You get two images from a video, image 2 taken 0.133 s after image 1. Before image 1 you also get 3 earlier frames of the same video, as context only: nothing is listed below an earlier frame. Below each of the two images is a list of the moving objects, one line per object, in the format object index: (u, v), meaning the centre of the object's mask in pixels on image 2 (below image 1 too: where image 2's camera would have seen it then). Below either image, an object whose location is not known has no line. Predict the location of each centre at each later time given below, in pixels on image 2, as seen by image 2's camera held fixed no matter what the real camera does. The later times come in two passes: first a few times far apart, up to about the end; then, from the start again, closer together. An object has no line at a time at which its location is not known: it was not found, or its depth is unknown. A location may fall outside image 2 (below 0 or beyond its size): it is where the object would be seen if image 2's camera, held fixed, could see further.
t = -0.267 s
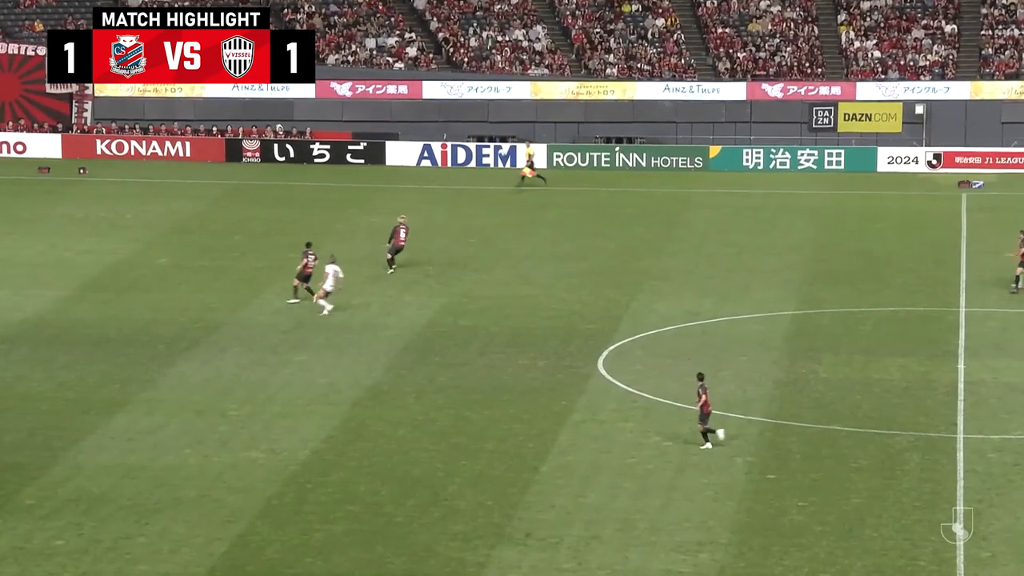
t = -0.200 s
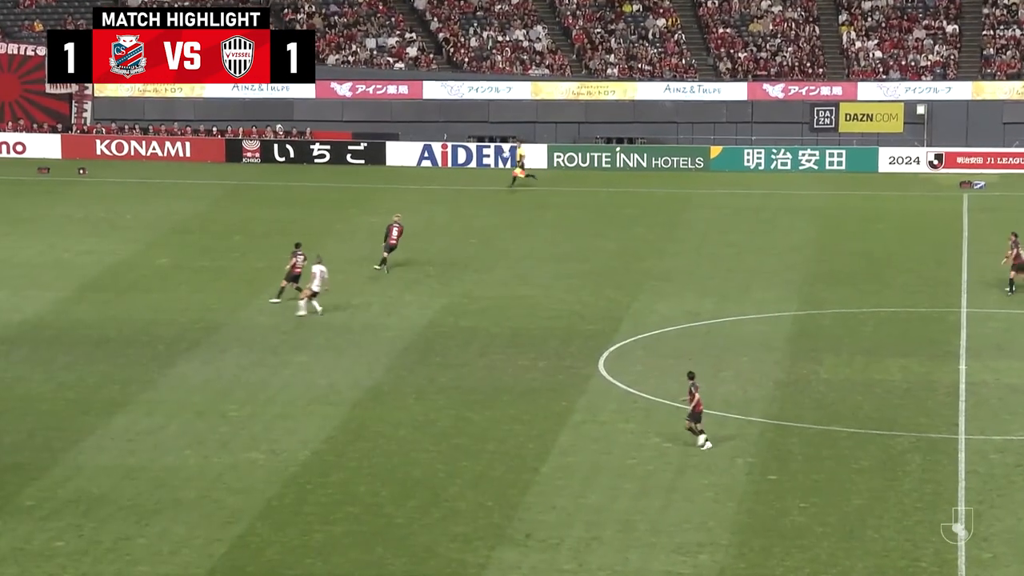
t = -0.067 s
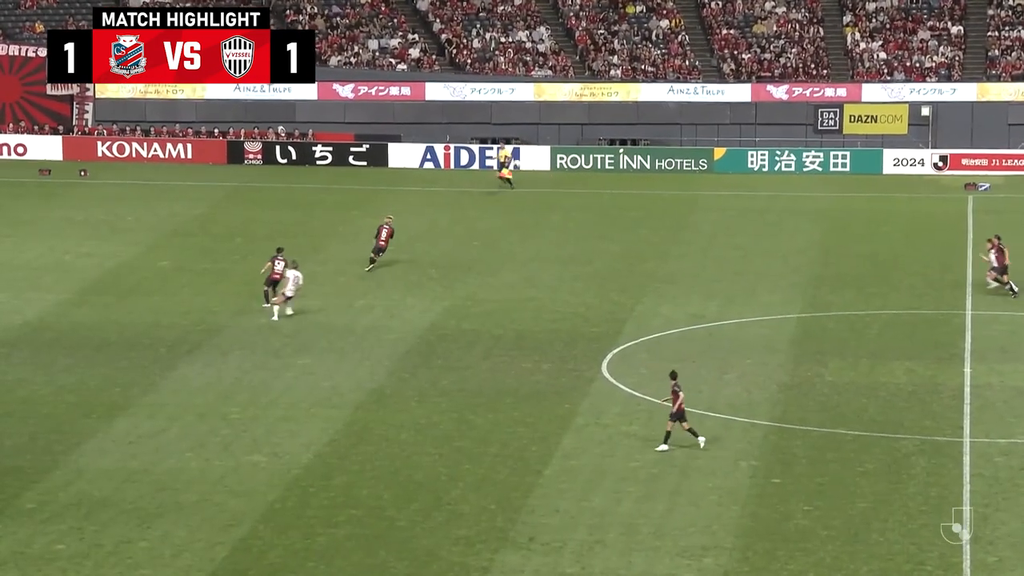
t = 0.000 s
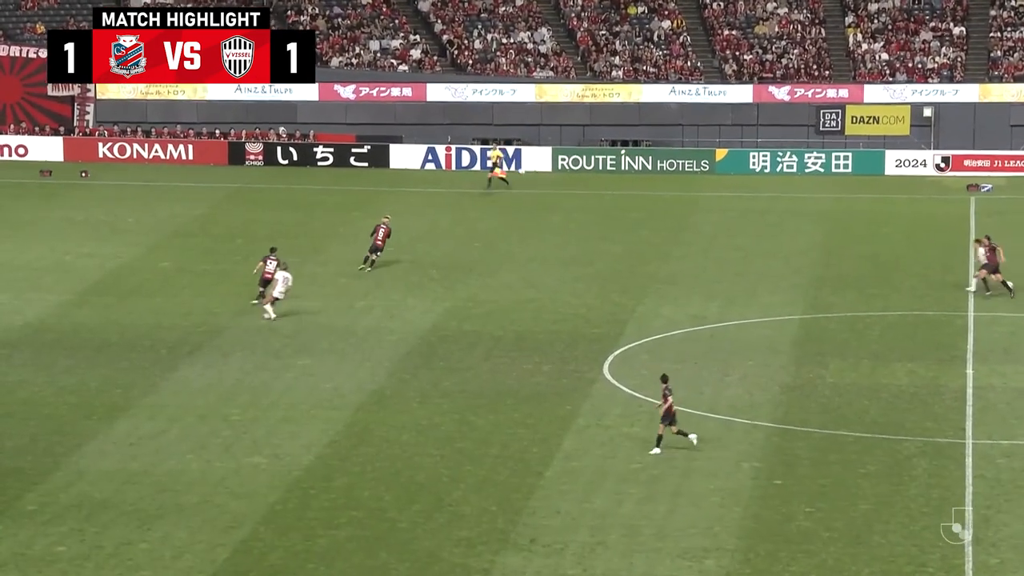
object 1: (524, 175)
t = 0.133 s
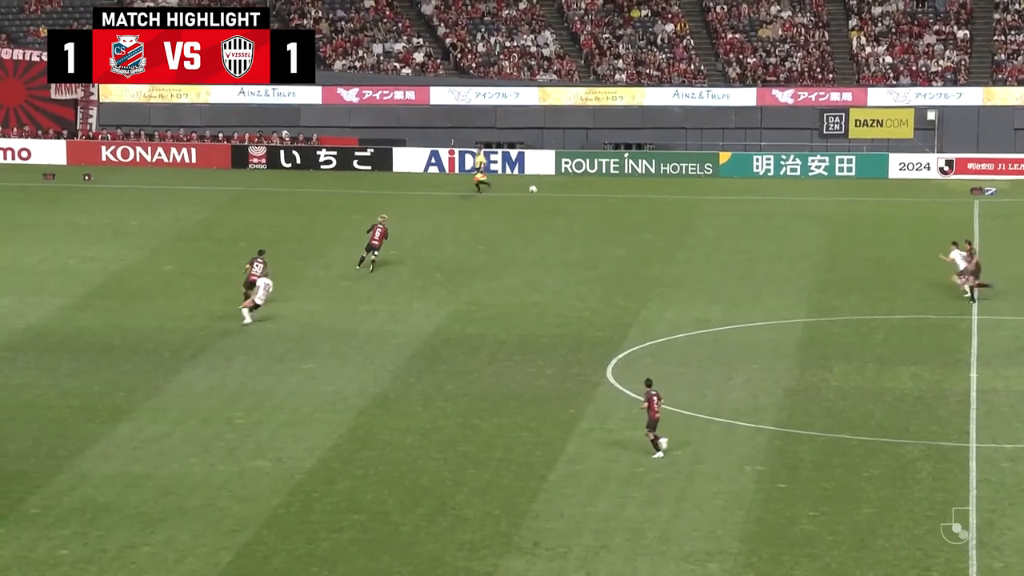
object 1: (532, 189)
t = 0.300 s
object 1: (542, 216)
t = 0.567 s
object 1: (557, 261)
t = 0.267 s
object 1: (540, 210)
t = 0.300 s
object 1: (542, 216)
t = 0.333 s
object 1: (544, 223)
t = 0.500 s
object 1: (553, 259)
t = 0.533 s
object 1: (555, 266)
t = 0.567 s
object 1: (557, 261)
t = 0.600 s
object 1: (559, 254)
